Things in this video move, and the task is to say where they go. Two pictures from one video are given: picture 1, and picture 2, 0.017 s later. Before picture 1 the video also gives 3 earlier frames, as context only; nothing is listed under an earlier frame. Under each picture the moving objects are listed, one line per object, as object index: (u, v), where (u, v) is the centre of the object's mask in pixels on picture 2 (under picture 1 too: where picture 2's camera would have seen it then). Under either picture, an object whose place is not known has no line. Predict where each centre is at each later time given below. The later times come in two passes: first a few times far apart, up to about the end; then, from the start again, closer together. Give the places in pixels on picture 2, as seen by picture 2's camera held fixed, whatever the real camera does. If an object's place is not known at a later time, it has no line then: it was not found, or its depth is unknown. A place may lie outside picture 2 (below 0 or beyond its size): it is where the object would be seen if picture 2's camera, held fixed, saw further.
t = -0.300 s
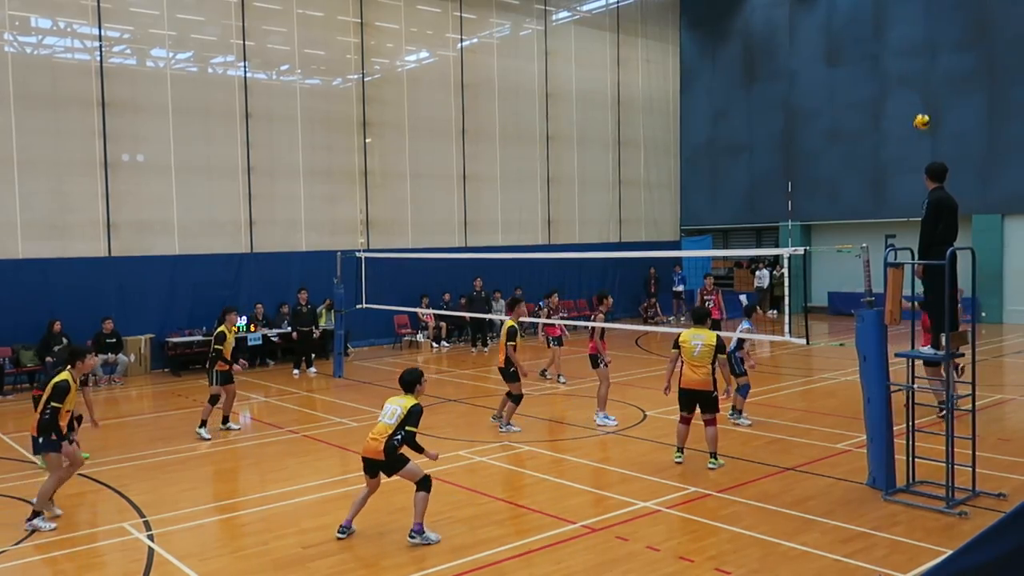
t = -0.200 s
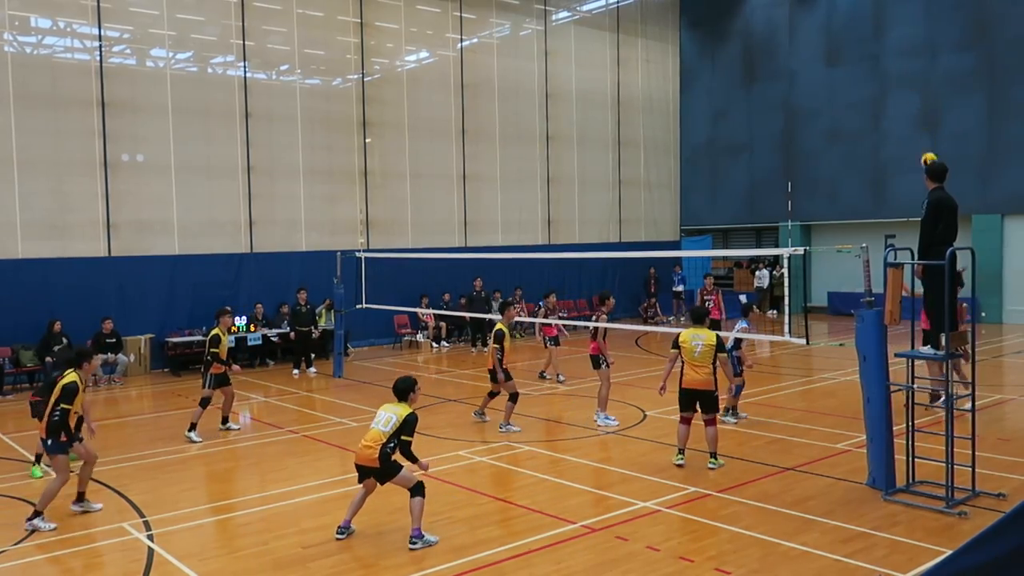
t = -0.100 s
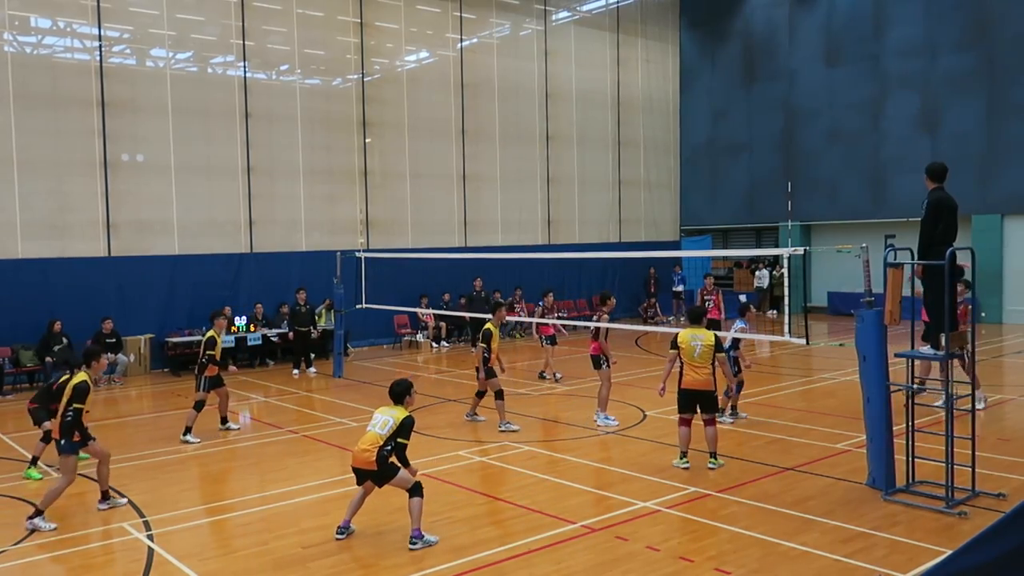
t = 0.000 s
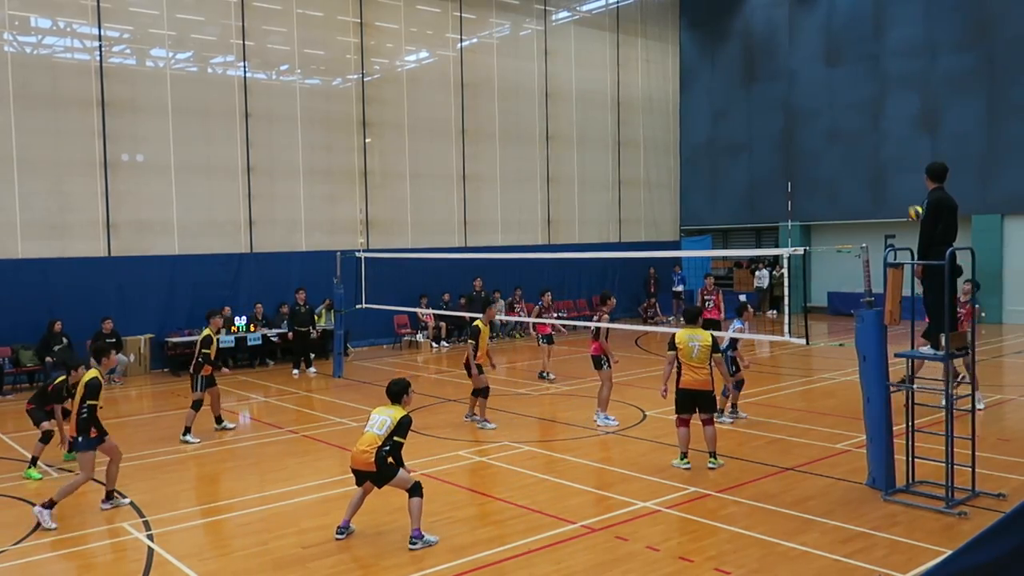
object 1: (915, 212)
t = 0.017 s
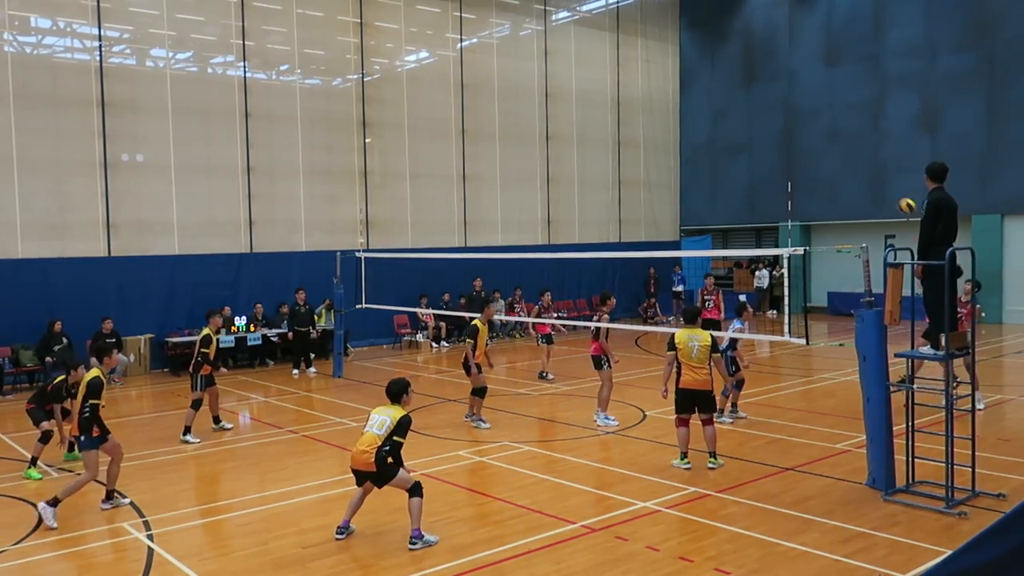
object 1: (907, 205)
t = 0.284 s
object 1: (754, 114)
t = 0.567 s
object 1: (584, 70)
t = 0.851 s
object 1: (406, 90)
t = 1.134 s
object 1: (220, 177)
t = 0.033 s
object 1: (898, 198)
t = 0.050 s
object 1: (888, 192)
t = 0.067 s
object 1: (879, 186)
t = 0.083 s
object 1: (869, 178)
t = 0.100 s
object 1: (860, 173)
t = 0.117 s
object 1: (850, 166)
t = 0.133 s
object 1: (841, 160)
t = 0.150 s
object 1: (831, 154)
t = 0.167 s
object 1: (821, 148)
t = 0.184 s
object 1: (811, 142)
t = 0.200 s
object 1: (802, 137)
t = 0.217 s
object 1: (793, 132)
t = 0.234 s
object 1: (783, 127)
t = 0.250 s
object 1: (773, 123)
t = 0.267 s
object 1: (763, 118)
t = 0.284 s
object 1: (754, 114)
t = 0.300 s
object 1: (744, 109)
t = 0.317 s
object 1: (734, 105)
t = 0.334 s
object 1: (725, 101)
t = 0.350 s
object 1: (714, 98)
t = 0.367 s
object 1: (704, 94)
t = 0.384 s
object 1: (694, 91)
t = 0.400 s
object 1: (685, 88)
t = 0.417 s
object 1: (675, 86)
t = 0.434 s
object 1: (666, 84)
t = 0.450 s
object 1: (655, 81)
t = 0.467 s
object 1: (645, 79)
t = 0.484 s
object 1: (635, 78)
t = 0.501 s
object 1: (625, 76)
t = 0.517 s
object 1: (614, 74)
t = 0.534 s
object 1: (604, 72)
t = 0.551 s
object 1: (594, 71)
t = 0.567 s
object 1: (584, 70)
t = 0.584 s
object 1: (573, 70)
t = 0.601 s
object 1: (563, 69)
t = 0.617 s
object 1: (554, 69)
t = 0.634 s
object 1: (543, 69)
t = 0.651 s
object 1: (533, 70)
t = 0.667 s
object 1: (523, 70)
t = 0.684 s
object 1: (512, 71)
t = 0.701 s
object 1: (501, 72)
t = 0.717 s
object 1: (490, 72)
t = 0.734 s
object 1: (480, 74)
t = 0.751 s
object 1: (471, 75)
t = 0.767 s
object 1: (460, 76)
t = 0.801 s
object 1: (438, 82)
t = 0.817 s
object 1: (428, 84)
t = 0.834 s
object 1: (417, 87)
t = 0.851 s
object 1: (406, 90)
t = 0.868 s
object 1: (395, 93)
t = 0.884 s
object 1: (385, 96)
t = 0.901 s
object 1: (373, 99)
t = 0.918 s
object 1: (363, 104)
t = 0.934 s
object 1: (353, 107)
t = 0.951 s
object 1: (342, 112)
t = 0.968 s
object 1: (330, 116)
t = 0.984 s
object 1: (320, 122)
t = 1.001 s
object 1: (309, 127)
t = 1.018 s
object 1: (297, 132)
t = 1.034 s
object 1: (286, 138)
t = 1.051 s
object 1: (276, 144)
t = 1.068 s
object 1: (264, 150)
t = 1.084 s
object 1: (253, 157)
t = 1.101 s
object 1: (242, 163)
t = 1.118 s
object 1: (230, 170)
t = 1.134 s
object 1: (220, 177)
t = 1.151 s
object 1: (208, 185)
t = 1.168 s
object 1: (196, 193)
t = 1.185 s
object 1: (186, 201)
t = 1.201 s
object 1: (174, 210)
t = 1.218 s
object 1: (163, 218)
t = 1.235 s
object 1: (151, 227)
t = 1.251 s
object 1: (139, 237)
